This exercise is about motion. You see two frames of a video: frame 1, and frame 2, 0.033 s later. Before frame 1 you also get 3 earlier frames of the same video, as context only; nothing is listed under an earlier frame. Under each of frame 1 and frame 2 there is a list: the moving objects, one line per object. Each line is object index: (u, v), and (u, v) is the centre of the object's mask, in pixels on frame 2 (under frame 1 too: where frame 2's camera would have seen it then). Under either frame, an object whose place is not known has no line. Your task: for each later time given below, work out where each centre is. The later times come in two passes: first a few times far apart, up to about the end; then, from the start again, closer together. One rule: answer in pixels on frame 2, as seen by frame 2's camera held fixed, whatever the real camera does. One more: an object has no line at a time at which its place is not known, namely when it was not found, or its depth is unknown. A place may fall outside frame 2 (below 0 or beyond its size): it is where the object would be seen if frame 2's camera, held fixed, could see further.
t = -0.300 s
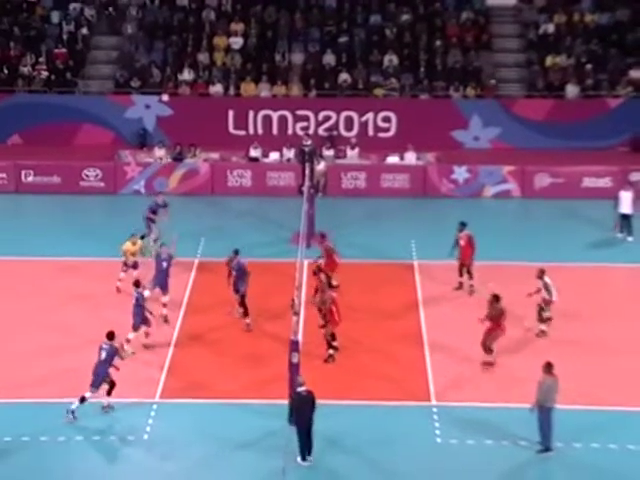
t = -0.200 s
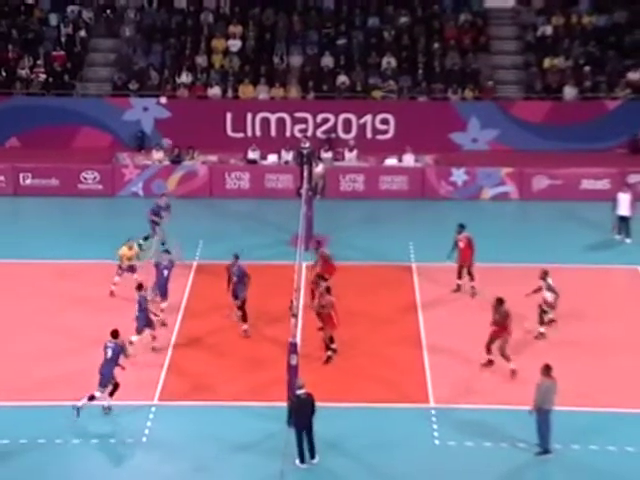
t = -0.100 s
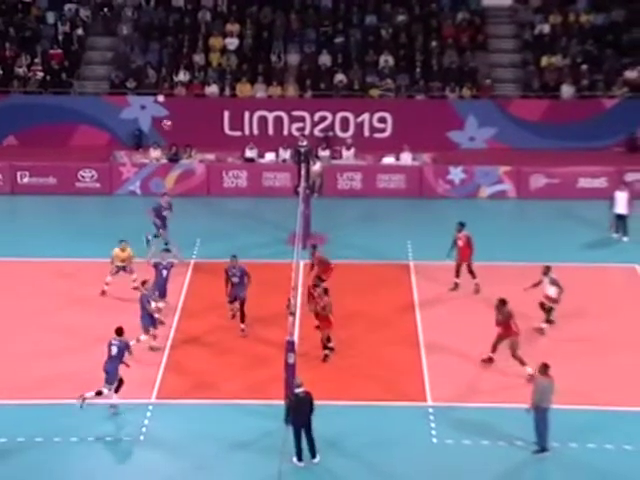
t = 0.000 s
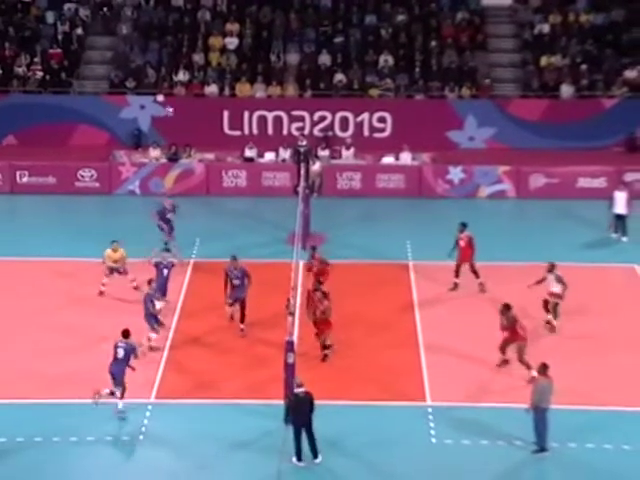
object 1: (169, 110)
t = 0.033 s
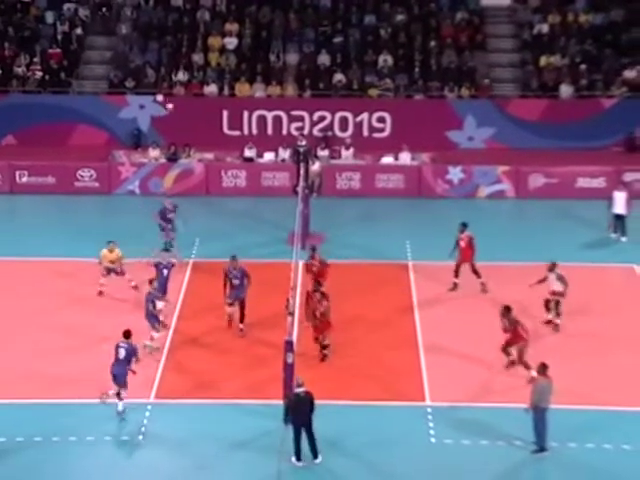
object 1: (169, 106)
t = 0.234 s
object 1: (175, 98)
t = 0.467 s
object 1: (183, 107)
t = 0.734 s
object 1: (192, 147)
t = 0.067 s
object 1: (170, 103)
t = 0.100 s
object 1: (172, 101)
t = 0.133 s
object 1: (172, 100)
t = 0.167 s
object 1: (173, 99)
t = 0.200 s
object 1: (175, 98)
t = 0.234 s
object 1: (175, 98)
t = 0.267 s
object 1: (176, 98)
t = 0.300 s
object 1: (177, 98)
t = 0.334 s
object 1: (178, 99)
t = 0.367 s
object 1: (179, 100)
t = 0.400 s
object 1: (180, 101)
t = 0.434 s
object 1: (182, 104)
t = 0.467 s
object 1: (183, 107)
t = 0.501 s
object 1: (184, 110)
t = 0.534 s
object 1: (185, 114)
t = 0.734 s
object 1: (192, 147)
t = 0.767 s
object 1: (193, 154)
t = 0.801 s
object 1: (194, 154)
